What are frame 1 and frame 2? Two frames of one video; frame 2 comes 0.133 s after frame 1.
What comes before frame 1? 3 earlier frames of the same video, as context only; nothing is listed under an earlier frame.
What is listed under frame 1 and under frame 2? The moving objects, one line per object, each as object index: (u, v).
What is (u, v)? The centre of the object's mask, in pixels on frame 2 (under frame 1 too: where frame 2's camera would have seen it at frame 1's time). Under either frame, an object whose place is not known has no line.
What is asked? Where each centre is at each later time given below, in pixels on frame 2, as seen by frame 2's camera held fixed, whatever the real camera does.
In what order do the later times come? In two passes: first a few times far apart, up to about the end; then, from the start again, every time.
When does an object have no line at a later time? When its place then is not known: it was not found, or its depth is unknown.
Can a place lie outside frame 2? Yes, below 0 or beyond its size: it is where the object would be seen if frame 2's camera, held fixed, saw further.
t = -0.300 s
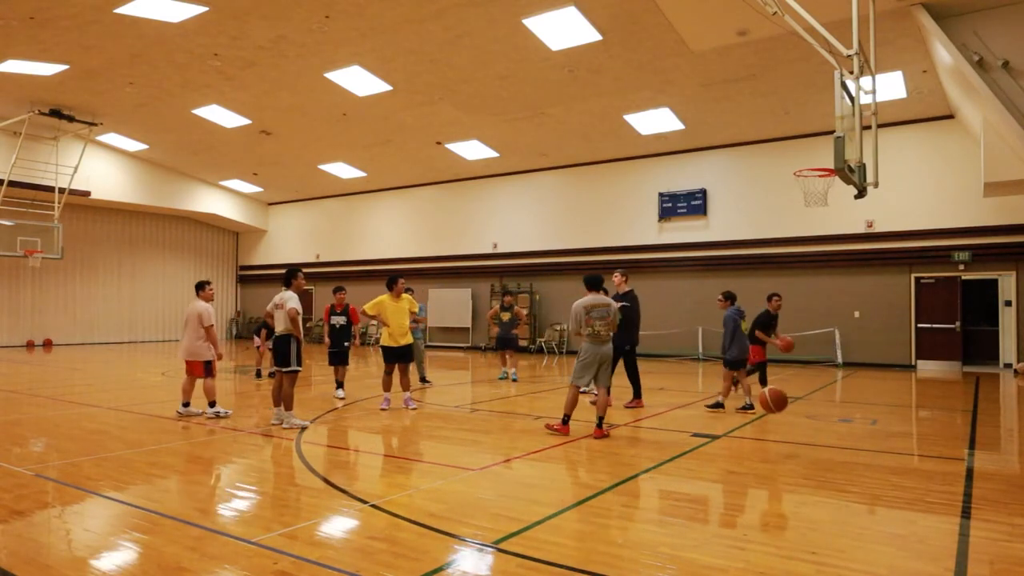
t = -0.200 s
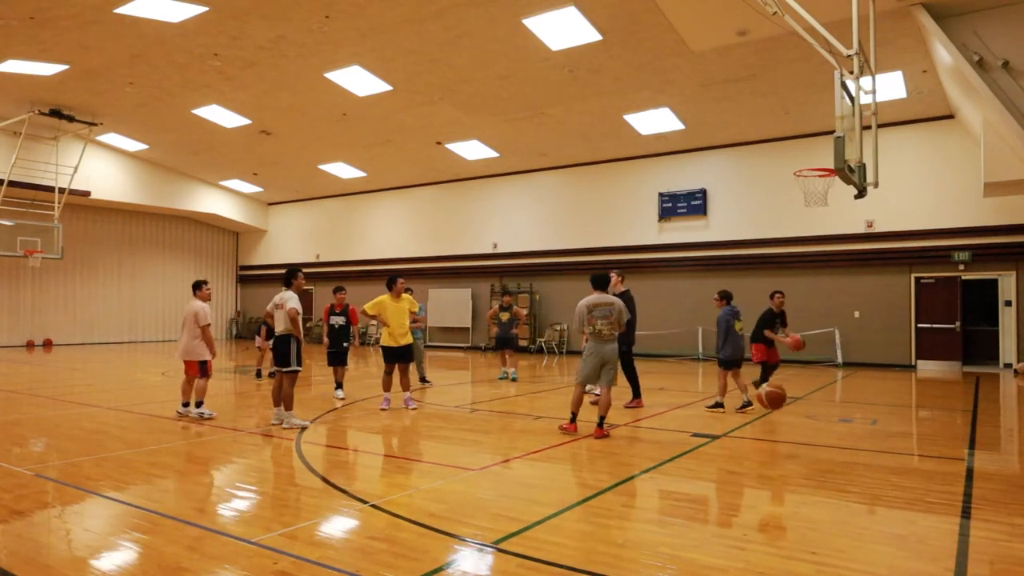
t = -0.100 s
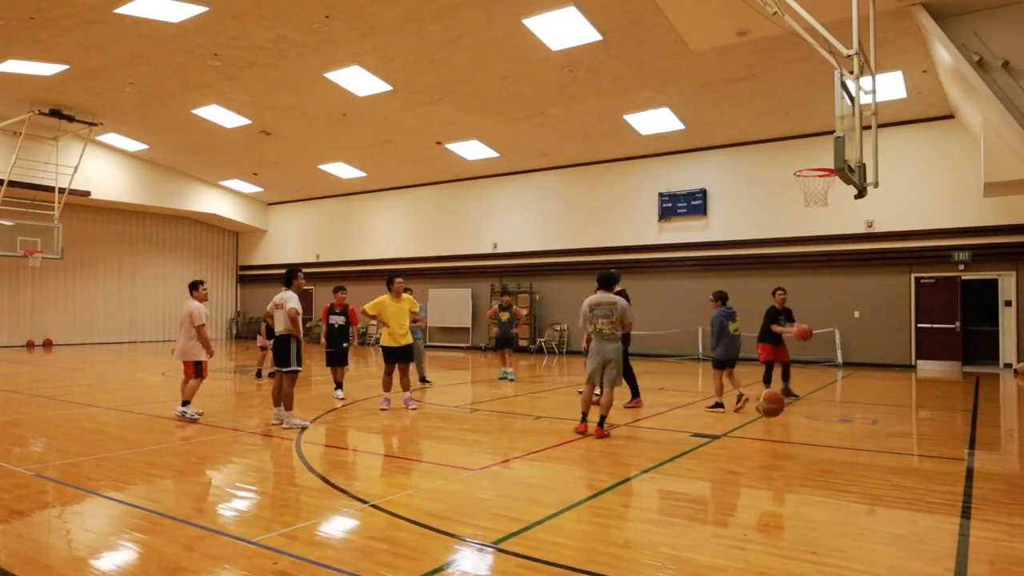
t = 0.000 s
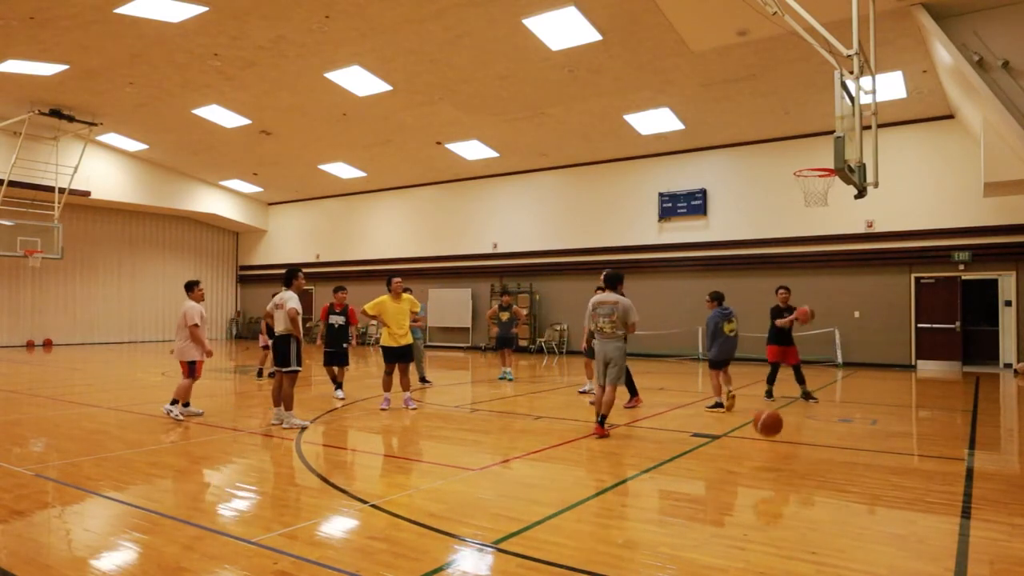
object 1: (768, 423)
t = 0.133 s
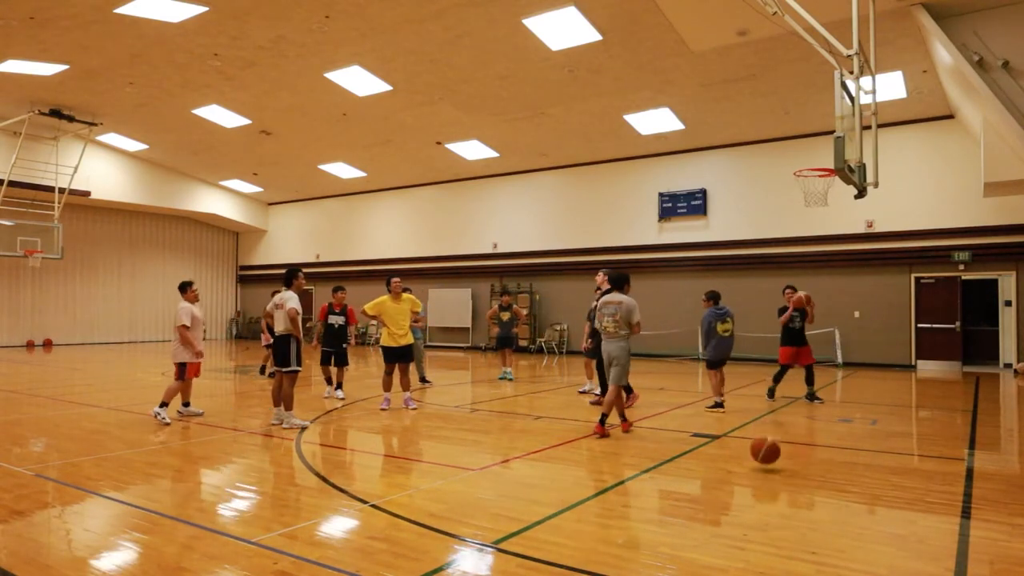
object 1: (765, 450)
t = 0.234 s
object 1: (763, 431)
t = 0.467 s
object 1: (757, 431)
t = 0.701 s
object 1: (751, 448)
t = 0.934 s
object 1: (746, 450)
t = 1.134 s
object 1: (741, 459)
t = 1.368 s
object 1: (734, 479)
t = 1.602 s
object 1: (725, 479)
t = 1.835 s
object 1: (716, 487)
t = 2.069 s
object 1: (707, 491)
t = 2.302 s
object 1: (697, 499)
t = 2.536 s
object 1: (686, 505)
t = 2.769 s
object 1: (673, 511)
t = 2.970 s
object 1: (662, 517)
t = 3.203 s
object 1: (648, 523)
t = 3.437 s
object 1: (634, 530)
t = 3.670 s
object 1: (619, 536)
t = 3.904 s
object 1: (602, 543)
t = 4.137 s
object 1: (585, 550)
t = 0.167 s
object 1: (764, 443)
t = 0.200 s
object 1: (764, 436)
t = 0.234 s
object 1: (763, 431)
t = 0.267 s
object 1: (762, 427)
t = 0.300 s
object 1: (761, 424)
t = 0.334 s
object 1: (760, 423)
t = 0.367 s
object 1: (759, 423)
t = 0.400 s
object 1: (758, 424)
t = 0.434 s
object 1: (758, 427)
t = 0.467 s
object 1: (757, 431)
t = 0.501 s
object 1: (756, 436)
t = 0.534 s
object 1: (755, 444)
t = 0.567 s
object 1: (754, 452)
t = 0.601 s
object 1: (754, 463)
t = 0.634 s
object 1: (753, 461)
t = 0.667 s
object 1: (752, 454)
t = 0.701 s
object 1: (751, 448)
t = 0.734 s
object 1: (751, 445)
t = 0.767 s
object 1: (750, 442)
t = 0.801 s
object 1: (749, 441)
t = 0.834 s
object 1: (748, 441)
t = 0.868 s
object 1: (748, 443)
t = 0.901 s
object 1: (747, 446)
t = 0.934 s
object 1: (746, 450)
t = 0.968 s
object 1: (745, 456)
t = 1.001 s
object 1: (744, 464)
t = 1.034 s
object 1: (744, 472)
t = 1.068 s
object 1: (743, 467)
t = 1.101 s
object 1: (742, 463)
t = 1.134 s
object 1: (741, 459)
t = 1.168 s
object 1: (740, 458)
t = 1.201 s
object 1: (739, 458)
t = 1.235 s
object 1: (738, 460)
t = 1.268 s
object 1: (738, 462)
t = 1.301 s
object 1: (736, 466)
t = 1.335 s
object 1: (735, 472)
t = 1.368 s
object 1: (734, 479)
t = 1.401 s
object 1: (733, 474)
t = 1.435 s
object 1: (732, 471)
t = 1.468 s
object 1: (731, 470)
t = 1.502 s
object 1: (729, 470)
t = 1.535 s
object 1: (728, 471)
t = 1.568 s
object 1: (727, 474)
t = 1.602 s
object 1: (725, 479)
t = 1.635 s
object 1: (724, 484)
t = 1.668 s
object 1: (723, 481)
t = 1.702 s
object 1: (721, 479)
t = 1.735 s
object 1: (720, 478)
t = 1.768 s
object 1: (719, 479)
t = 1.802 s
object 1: (718, 482)
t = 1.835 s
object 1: (716, 487)
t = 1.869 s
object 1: (714, 488)
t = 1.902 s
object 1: (713, 486)
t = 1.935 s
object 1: (712, 486)
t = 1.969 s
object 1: (711, 487)
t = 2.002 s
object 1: (709, 490)
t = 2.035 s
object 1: (708, 493)
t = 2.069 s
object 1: (707, 491)
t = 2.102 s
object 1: (705, 491)
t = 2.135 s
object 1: (704, 493)
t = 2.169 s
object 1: (703, 496)
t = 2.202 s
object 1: (701, 496)
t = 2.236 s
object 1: (700, 496)
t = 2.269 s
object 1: (699, 497)
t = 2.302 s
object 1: (697, 499)
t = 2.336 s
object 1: (696, 499)
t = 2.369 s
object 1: (694, 500)
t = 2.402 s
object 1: (693, 502)
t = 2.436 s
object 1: (691, 502)
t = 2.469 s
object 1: (689, 503)
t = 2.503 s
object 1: (687, 504)
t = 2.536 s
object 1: (686, 505)
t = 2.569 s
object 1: (684, 506)
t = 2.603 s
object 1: (682, 507)
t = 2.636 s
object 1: (680, 508)
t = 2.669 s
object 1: (679, 509)
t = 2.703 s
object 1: (677, 510)
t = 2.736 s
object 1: (675, 511)
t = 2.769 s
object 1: (673, 511)
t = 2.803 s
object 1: (671, 512)
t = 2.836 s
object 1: (670, 513)
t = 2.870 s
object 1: (668, 514)
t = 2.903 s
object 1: (666, 515)
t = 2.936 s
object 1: (664, 516)
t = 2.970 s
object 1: (662, 517)
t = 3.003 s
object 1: (660, 518)
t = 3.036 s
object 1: (658, 518)
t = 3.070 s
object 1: (656, 519)
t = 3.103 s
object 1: (654, 520)
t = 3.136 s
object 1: (652, 521)
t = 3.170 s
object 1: (650, 523)
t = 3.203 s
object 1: (648, 523)
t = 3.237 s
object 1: (646, 525)
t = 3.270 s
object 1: (644, 526)
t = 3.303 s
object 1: (642, 526)
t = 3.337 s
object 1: (640, 527)
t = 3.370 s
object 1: (638, 528)
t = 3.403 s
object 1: (636, 529)
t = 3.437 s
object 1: (634, 530)
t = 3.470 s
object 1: (632, 531)
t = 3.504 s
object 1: (630, 532)
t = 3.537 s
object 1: (628, 533)
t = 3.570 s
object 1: (626, 534)
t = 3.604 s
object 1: (623, 535)
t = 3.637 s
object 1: (621, 536)
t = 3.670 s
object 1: (619, 536)
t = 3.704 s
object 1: (616, 537)
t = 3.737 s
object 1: (614, 538)
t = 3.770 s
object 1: (612, 540)
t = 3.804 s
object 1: (609, 541)
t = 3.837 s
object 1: (607, 542)
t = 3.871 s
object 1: (604, 543)
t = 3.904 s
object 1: (602, 543)
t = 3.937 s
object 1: (599, 544)
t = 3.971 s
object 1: (597, 545)
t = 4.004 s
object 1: (595, 546)
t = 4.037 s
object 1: (592, 548)
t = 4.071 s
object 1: (590, 548)
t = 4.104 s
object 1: (587, 549)
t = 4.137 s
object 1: (585, 550)
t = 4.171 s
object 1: (582, 551)
